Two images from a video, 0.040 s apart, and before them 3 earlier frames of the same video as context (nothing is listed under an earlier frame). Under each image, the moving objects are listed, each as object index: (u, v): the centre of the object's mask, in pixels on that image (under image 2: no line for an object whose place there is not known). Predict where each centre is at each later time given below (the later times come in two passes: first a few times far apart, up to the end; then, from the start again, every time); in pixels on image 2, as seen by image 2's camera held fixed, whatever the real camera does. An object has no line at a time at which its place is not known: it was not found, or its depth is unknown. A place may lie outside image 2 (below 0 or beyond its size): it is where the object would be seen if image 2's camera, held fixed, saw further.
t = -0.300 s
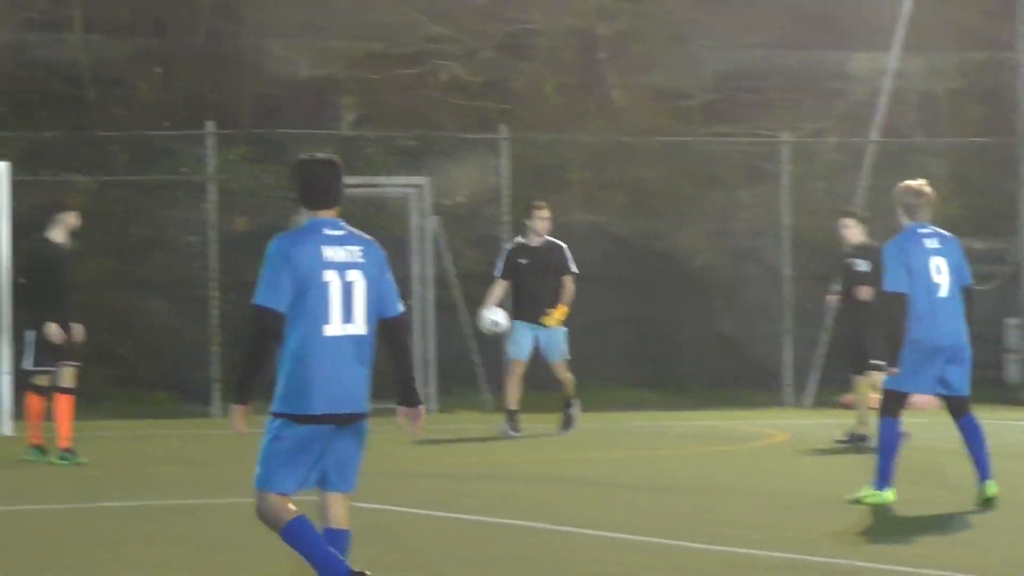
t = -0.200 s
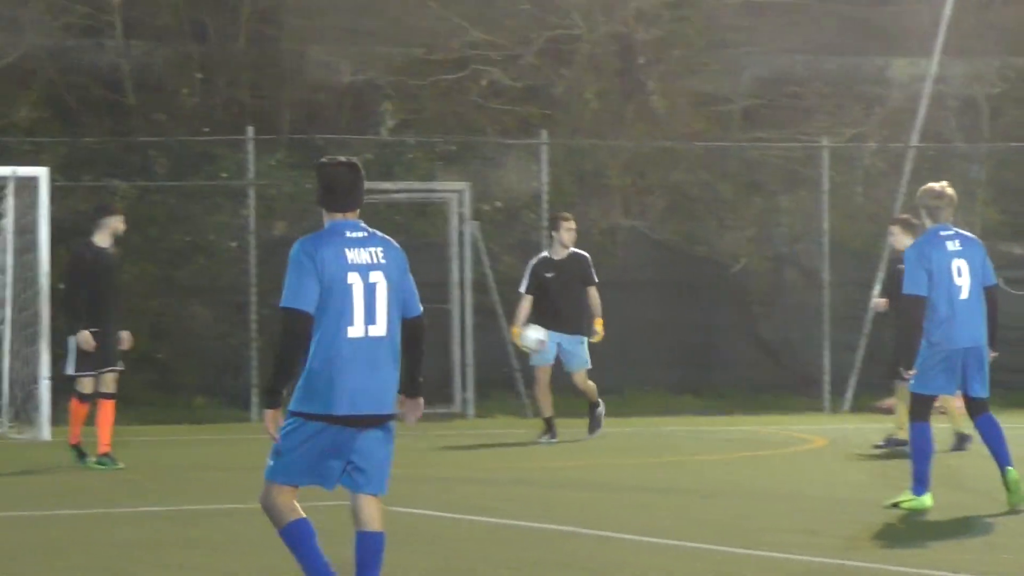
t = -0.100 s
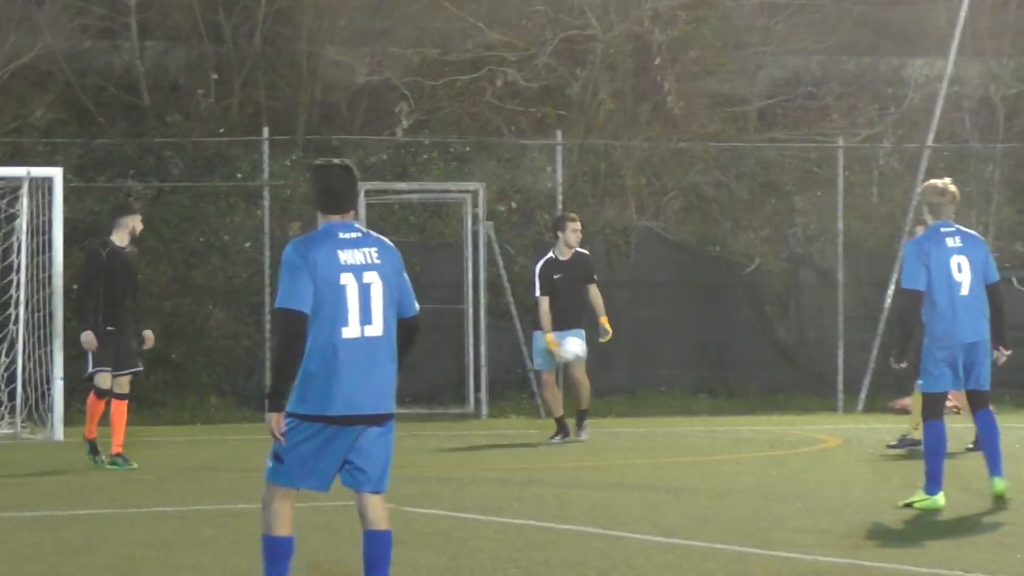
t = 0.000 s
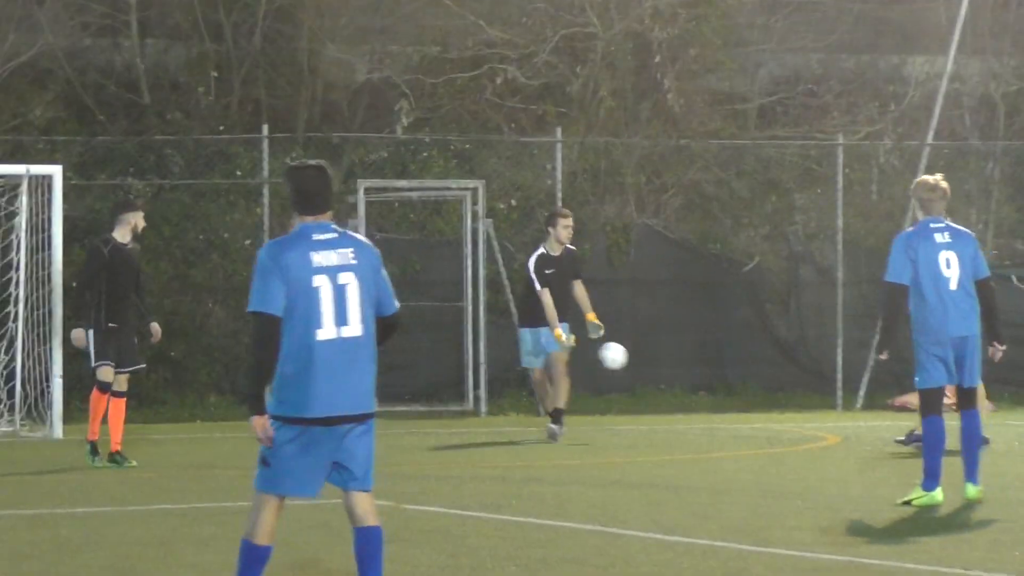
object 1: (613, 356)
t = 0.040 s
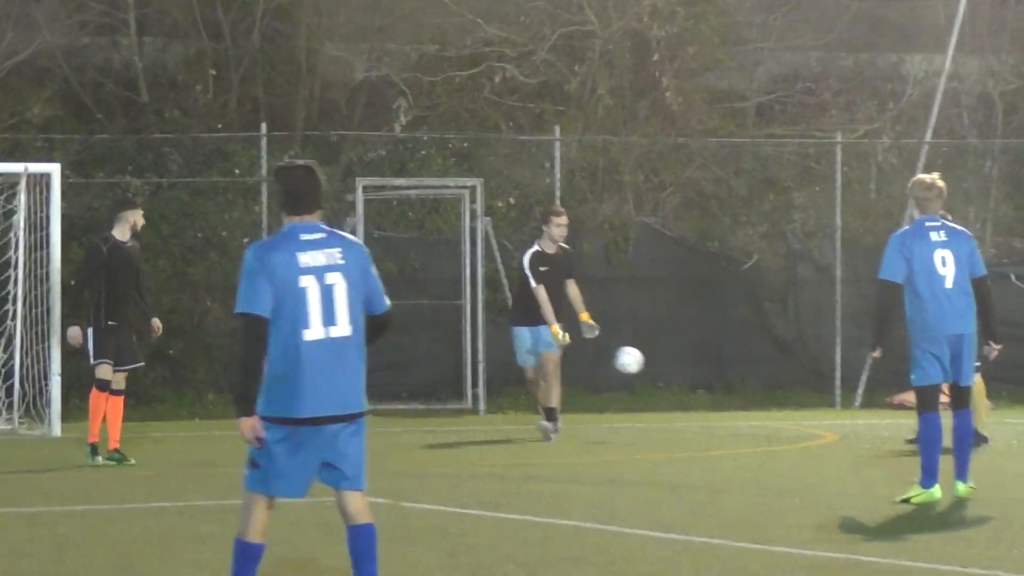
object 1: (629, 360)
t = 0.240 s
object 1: (716, 422)
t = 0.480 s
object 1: (798, 408)
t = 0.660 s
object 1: (857, 427)
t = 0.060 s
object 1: (638, 364)
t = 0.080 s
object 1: (646, 368)
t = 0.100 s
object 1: (654, 373)
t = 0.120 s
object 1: (663, 379)
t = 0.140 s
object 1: (672, 385)
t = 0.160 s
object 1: (680, 391)
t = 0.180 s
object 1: (689, 398)
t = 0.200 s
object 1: (697, 404)
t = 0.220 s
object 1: (706, 412)
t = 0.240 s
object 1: (716, 422)
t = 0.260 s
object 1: (725, 427)
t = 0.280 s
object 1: (731, 423)
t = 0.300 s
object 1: (738, 420)
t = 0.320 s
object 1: (745, 415)
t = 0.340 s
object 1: (752, 413)
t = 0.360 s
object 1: (758, 411)
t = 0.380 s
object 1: (765, 408)
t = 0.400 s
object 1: (771, 407)
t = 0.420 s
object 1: (778, 407)
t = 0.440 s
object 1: (785, 406)
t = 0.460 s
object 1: (791, 406)
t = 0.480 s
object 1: (798, 408)
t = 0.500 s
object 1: (804, 408)
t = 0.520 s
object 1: (811, 411)
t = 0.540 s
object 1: (818, 413)
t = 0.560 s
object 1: (824, 416)
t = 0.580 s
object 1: (830, 419)
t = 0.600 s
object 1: (837, 423)
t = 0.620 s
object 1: (843, 427)
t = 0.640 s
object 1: (850, 429)
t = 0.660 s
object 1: (857, 427)
